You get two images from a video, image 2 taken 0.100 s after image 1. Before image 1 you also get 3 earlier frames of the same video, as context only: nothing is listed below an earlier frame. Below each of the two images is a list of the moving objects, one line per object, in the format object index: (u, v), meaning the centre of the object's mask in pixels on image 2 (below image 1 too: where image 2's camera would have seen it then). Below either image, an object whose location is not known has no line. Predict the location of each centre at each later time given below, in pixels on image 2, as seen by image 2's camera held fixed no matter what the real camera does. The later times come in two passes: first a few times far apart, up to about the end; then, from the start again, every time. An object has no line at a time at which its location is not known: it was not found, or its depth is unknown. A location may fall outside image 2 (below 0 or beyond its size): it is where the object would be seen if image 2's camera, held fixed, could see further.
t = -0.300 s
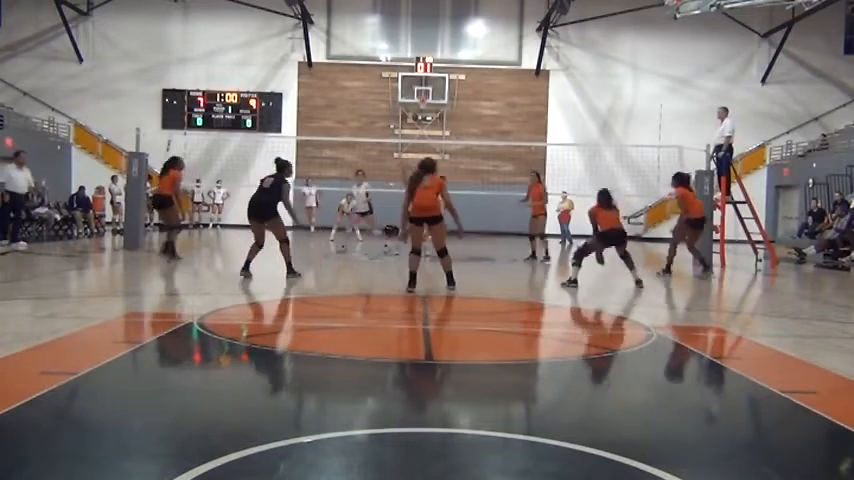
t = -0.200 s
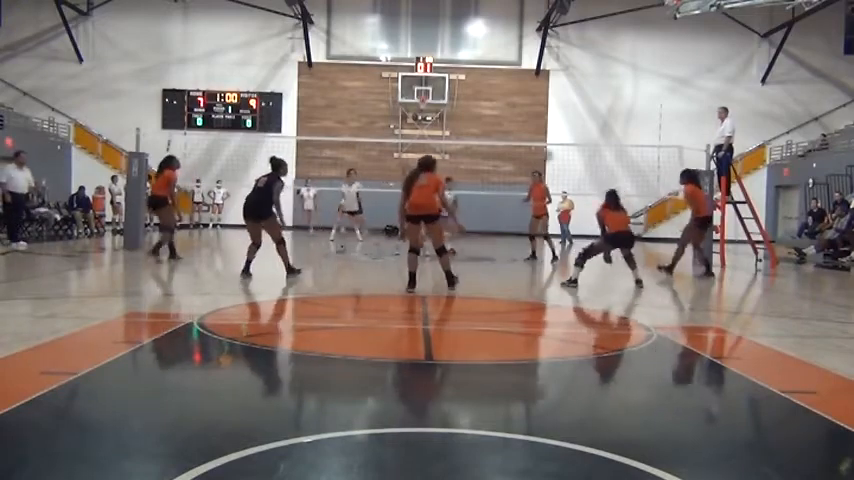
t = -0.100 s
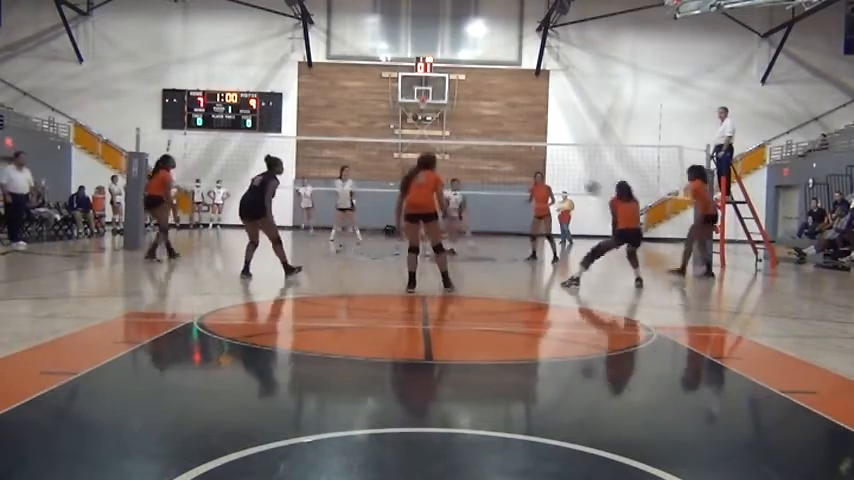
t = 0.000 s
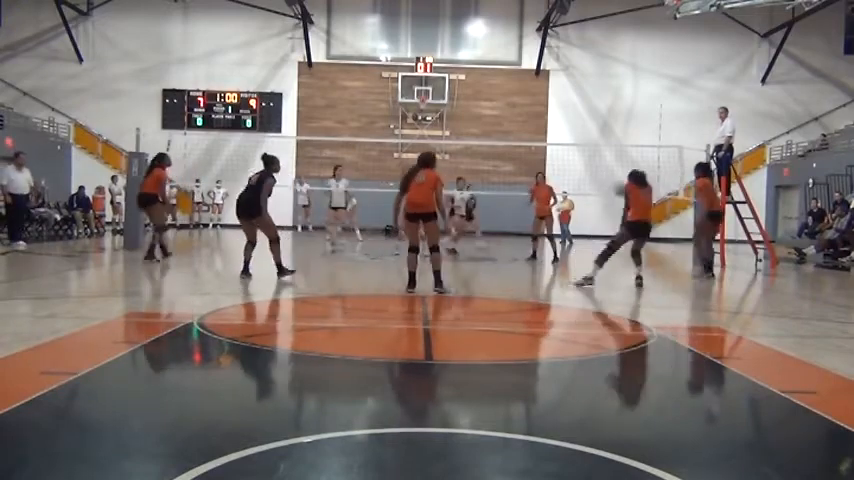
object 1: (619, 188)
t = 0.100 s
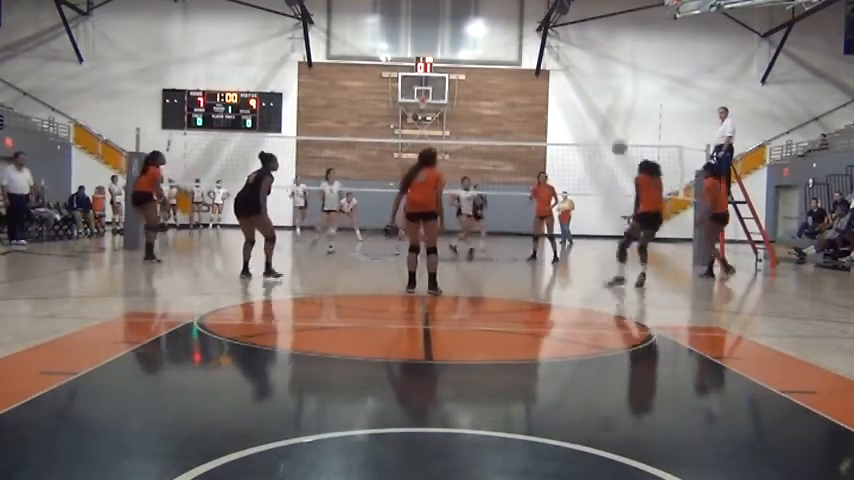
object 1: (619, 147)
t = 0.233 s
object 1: (615, 105)
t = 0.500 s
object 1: (609, 65)
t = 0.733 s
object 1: (602, 69)
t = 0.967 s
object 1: (595, 105)
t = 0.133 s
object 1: (617, 134)
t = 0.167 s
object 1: (617, 123)
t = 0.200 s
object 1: (615, 113)
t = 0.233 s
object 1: (615, 105)
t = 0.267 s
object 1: (615, 97)
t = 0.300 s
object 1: (614, 90)
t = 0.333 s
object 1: (613, 84)
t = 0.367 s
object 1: (612, 79)
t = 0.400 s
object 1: (611, 73)
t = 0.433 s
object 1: (611, 70)
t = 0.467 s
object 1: (610, 67)
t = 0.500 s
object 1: (609, 65)
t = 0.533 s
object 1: (608, 63)
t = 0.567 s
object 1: (607, 63)
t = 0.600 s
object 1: (606, 62)
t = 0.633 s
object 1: (605, 64)
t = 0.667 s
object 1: (604, 64)
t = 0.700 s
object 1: (603, 67)
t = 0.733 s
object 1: (602, 69)
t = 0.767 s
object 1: (601, 73)
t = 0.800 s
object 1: (600, 77)
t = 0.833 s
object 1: (599, 81)
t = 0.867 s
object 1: (598, 87)
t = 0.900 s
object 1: (597, 92)
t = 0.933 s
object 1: (596, 99)
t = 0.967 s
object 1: (595, 105)
